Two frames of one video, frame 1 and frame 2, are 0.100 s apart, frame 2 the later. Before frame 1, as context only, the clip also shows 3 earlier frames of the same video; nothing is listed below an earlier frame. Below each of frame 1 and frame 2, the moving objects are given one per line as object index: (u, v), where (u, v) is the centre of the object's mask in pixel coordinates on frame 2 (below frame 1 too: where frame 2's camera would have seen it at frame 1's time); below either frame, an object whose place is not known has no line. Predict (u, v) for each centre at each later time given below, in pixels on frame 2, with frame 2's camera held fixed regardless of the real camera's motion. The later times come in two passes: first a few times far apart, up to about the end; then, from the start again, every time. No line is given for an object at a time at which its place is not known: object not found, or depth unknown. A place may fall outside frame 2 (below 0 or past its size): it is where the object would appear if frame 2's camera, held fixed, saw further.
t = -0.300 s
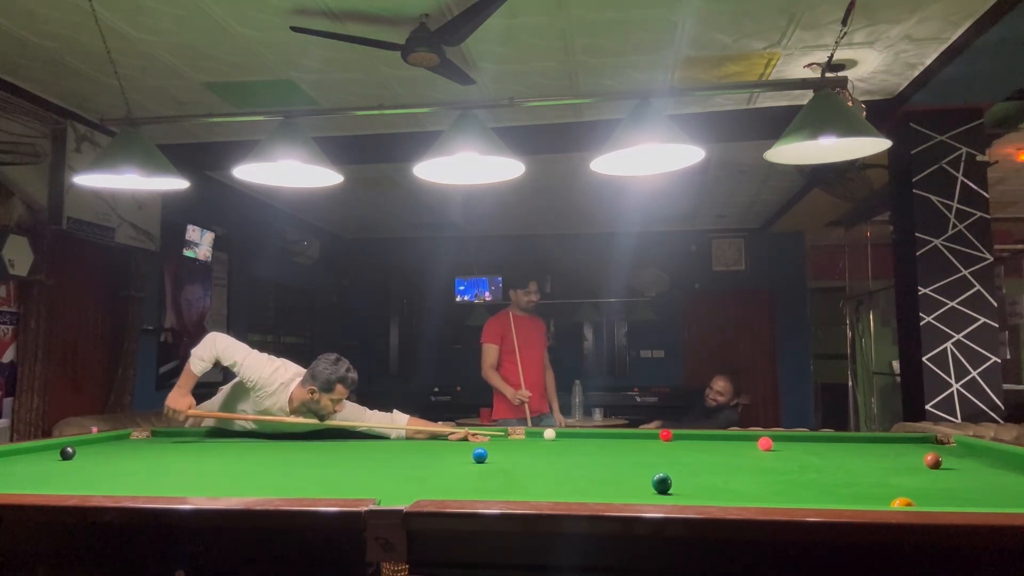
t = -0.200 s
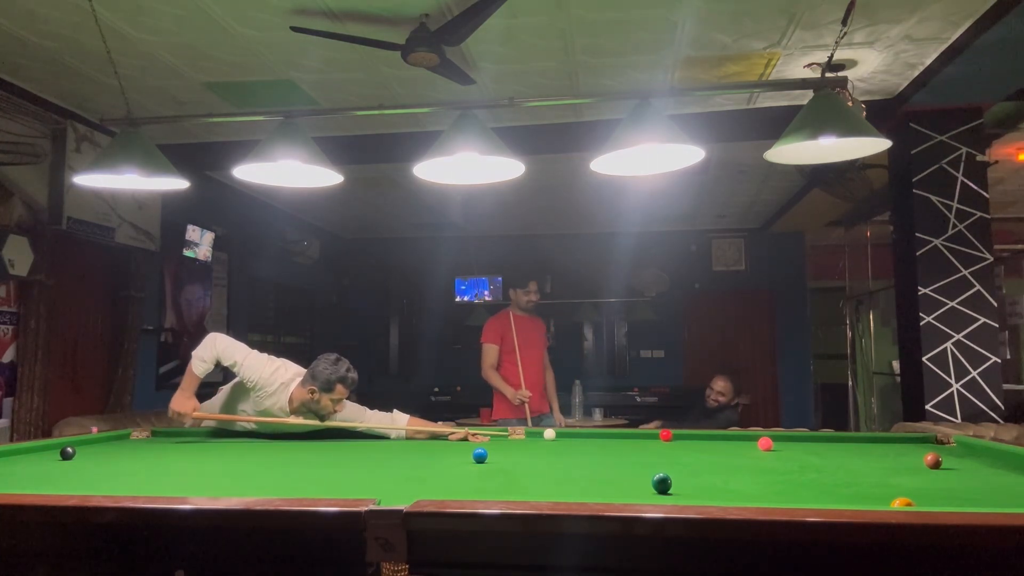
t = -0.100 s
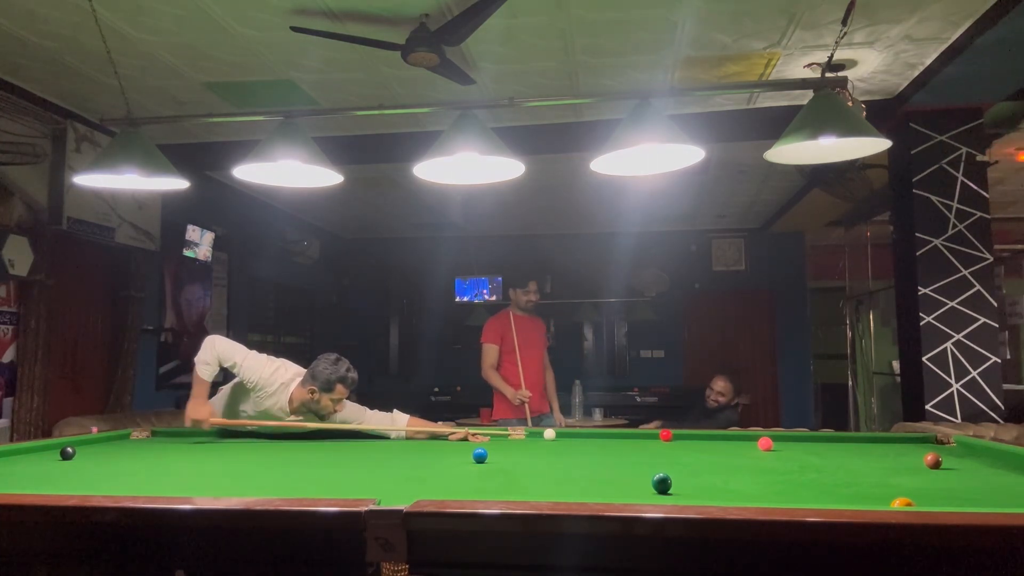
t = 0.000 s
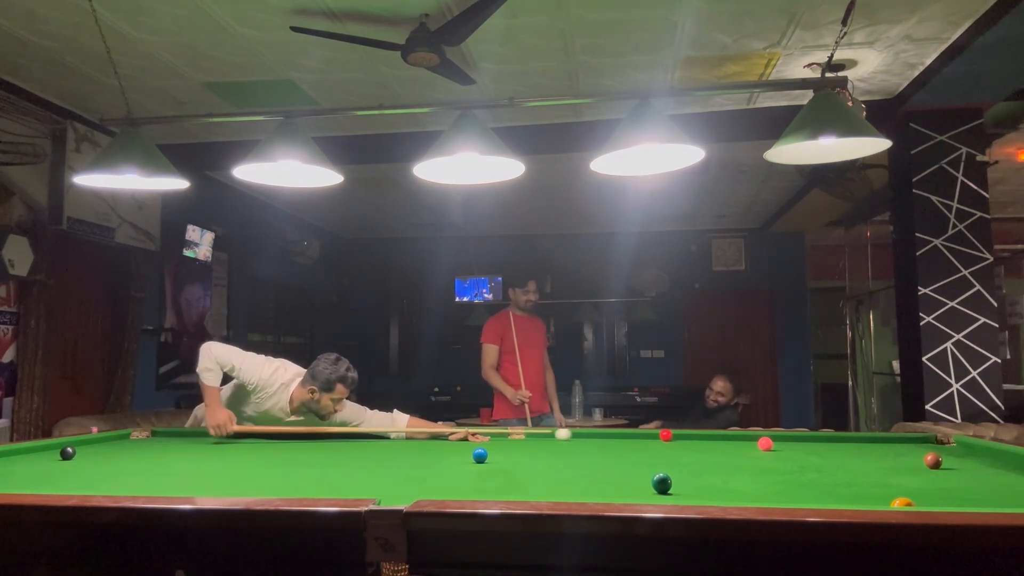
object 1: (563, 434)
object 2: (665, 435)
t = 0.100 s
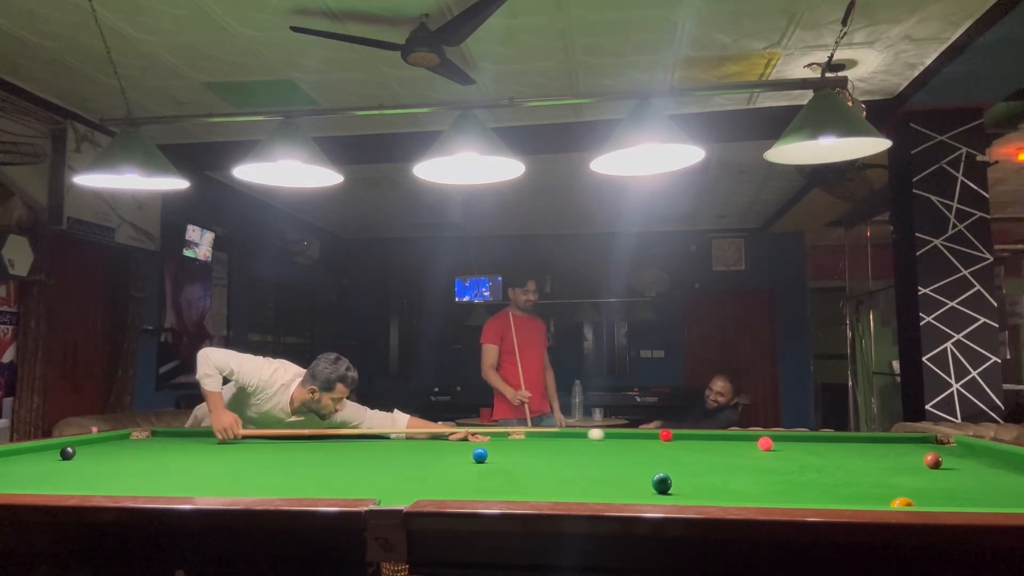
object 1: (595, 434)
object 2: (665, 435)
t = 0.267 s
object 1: (648, 434)
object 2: (666, 435)
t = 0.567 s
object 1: (667, 435)
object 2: (734, 436)
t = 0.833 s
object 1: (682, 435)
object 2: (789, 436)
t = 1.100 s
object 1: (696, 436)
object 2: (843, 437)
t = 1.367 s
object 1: (708, 436)
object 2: (896, 438)
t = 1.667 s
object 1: (719, 437)
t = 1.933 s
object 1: (727, 437)
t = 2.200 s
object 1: (732, 437)
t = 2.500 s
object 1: (736, 437)
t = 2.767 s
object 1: (737, 437)
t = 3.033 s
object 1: (737, 437)
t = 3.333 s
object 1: (737, 437)
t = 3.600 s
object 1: (737, 437)
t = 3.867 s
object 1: (737, 437)
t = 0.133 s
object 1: (606, 434)
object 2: (665, 435)
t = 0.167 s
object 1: (617, 434)
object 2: (665, 435)
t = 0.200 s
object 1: (627, 434)
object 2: (665, 435)
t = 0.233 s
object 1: (638, 434)
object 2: (665, 435)
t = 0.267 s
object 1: (648, 434)
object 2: (666, 435)
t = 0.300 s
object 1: (653, 434)
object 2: (671, 435)
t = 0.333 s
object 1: (654, 434)
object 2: (681, 435)
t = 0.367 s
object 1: (655, 434)
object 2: (690, 435)
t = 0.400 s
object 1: (657, 434)
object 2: (699, 435)
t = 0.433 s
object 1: (659, 434)
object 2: (707, 435)
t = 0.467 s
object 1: (661, 434)
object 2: (714, 436)
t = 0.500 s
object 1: (663, 434)
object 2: (720, 436)
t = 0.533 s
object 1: (665, 435)
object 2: (727, 436)
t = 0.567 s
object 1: (667, 435)
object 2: (734, 436)
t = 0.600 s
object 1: (669, 435)
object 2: (741, 436)
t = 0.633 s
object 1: (671, 435)
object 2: (748, 436)
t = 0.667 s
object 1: (673, 435)
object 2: (754, 436)
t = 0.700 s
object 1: (675, 435)
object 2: (760, 435)
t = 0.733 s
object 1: (677, 435)
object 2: (770, 435)
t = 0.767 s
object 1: (679, 435)
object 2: (776, 436)
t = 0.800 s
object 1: (680, 435)
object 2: (783, 436)
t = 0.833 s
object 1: (682, 435)
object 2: (789, 436)
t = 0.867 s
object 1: (684, 435)
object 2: (796, 437)
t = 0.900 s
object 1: (686, 435)
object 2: (803, 437)
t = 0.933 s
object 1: (688, 436)
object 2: (810, 437)
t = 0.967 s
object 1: (689, 436)
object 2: (817, 437)
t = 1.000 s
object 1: (691, 436)
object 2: (823, 437)
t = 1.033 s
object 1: (693, 436)
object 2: (829, 437)
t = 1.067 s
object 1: (694, 436)
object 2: (836, 437)
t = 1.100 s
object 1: (696, 436)
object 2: (843, 437)
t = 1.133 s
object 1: (697, 436)
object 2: (850, 437)
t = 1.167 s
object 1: (699, 436)
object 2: (856, 438)
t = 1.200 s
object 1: (701, 436)
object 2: (863, 438)
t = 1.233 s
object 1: (702, 436)
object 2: (870, 438)
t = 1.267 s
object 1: (703, 436)
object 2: (876, 438)
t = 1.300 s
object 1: (705, 436)
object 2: (883, 438)
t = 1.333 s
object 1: (706, 436)
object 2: (889, 438)
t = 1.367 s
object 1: (708, 436)
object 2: (896, 438)
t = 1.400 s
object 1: (709, 436)
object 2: (902, 438)
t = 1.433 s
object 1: (711, 436)
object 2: (908, 438)
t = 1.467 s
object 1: (712, 436)
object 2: (915, 438)
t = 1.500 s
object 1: (713, 436)
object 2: (921, 438)
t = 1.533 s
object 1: (714, 437)
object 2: (927, 438)
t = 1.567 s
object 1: (715, 437)
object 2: (934, 439)
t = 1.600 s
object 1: (717, 437)
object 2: (939, 438)
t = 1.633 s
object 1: (718, 437)
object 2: (945, 439)
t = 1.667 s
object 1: (719, 437)
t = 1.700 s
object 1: (720, 437)
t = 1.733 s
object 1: (721, 437)
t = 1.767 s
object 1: (722, 437)
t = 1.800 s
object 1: (723, 437)
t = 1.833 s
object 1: (724, 437)
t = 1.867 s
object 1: (725, 437)
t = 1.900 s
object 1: (726, 437)
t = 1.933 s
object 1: (727, 437)
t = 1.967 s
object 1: (727, 437)
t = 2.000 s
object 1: (728, 437)
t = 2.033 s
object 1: (729, 437)
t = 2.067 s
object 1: (730, 437)
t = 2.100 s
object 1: (730, 437)
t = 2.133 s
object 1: (731, 437)
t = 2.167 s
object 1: (732, 437)
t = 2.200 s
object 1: (732, 437)
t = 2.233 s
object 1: (733, 437)
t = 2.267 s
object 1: (733, 437)
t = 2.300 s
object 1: (734, 437)
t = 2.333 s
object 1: (734, 437)
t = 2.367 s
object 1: (735, 437)
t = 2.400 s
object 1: (735, 437)
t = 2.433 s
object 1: (735, 437)
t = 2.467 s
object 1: (736, 437)
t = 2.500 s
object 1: (736, 437)
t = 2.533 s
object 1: (736, 437)
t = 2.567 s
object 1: (736, 437)
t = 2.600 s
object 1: (737, 437)
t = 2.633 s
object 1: (737, 437)
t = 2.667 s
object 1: (737, 437)
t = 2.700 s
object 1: (737, 437)
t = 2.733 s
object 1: (737, 437)
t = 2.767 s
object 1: (737, 437)
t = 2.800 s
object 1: (737, 437)
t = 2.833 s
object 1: (737, 437)
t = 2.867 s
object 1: (737, 437)
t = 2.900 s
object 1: (737, 437)
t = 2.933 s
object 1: (737, 437)
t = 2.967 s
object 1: (737, 437)
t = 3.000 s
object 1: (737, 437)
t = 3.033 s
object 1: (737, 437)
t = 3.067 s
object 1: (737, 437)
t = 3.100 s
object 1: (737, 437)
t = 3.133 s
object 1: (737, 437)
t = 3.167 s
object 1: (737, 437)
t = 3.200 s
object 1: (737, 437)
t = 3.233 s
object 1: (737, 437)
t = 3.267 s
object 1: (737, 437)
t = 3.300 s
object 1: (737, 437)
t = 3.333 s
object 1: (737, 437)
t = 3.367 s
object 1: (737, 437)
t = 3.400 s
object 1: (737, 437)
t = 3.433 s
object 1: (737, 437)
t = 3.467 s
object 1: (737, 437)
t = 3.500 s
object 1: (737, 437)
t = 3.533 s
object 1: (737, 437)
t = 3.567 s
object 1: (737, 437)
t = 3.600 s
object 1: (737, 437)
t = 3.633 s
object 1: (737, 437)
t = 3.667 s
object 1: (737, 437)
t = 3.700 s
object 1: (737, 437)
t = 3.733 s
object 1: (737, 437)
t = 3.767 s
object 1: (737, 437)
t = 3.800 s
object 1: (737, 437)
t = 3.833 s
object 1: (737, 437)
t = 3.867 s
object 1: (737, 437)
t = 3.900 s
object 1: (737, 437)
